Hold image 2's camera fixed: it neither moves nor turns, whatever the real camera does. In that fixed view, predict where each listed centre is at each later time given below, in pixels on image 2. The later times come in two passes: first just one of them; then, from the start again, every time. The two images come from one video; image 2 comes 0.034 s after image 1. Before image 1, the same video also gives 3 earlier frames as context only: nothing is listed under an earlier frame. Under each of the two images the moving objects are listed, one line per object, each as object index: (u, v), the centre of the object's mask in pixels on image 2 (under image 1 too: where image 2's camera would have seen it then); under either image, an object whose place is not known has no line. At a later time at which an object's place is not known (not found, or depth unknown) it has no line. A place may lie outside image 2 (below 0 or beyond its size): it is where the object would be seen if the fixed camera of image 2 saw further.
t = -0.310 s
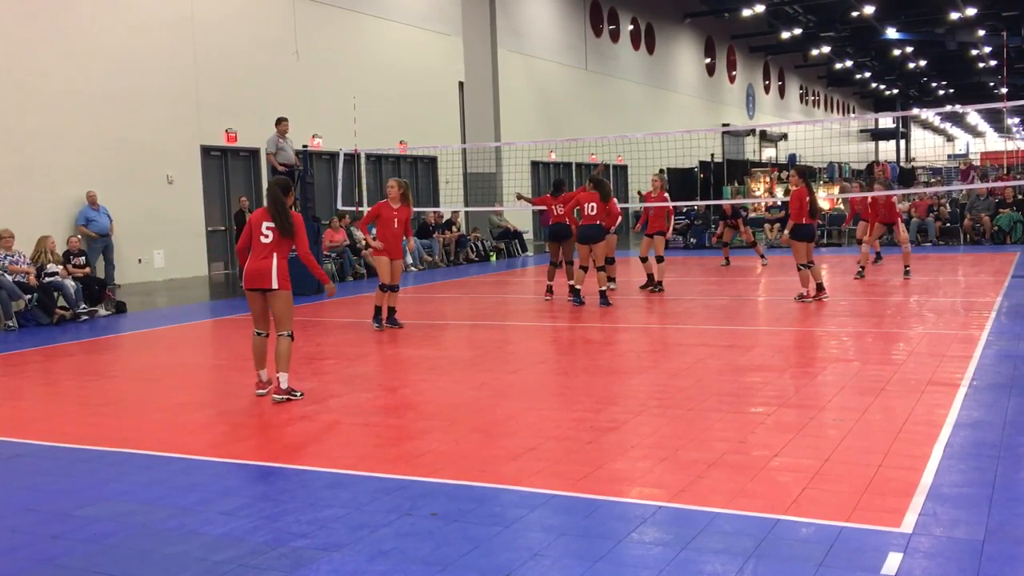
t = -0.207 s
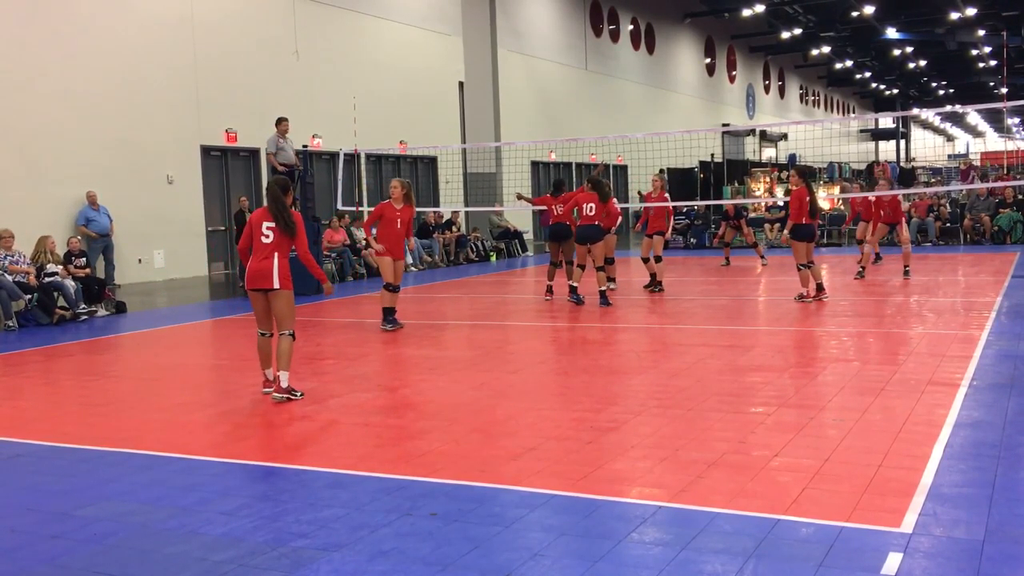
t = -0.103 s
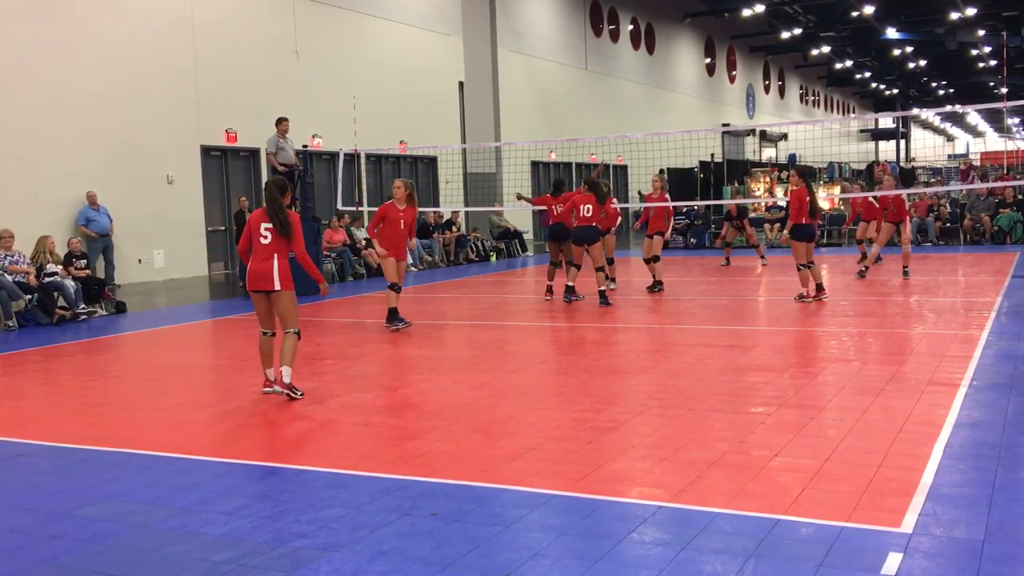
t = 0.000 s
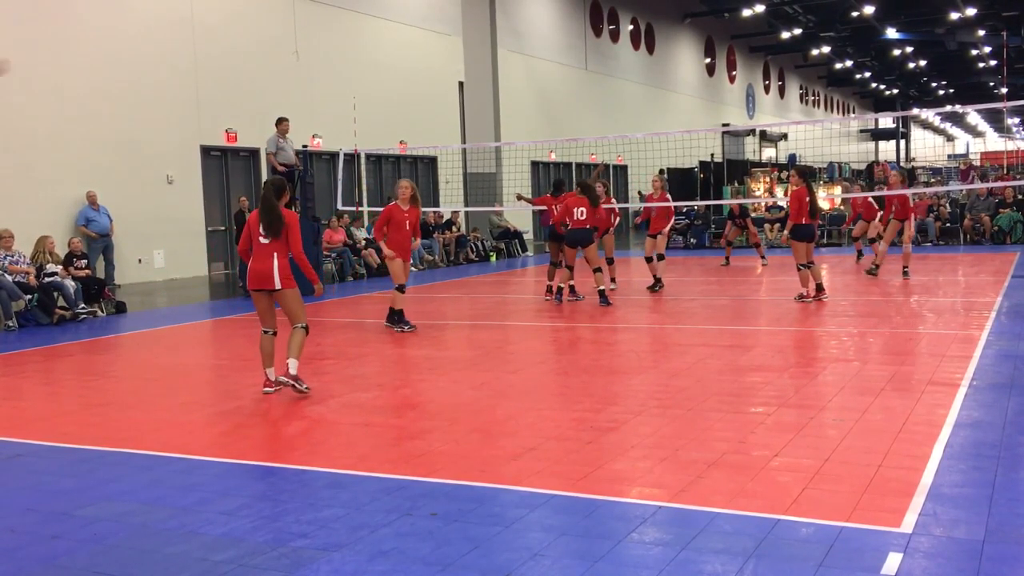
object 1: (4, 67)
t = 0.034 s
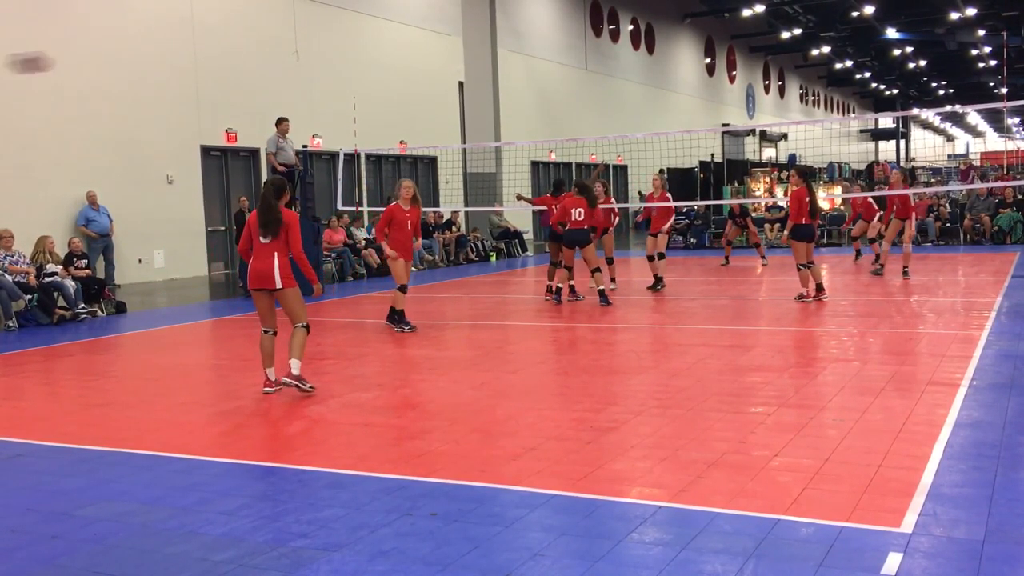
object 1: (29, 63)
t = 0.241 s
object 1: (242, 64)
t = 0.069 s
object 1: (73, 60)
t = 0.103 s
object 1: (113, 58)
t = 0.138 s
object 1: (149, 58)
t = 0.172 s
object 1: (183, 61)
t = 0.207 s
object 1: (214, 61)
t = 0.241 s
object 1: (242, 64)
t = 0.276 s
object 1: (268, 69)
